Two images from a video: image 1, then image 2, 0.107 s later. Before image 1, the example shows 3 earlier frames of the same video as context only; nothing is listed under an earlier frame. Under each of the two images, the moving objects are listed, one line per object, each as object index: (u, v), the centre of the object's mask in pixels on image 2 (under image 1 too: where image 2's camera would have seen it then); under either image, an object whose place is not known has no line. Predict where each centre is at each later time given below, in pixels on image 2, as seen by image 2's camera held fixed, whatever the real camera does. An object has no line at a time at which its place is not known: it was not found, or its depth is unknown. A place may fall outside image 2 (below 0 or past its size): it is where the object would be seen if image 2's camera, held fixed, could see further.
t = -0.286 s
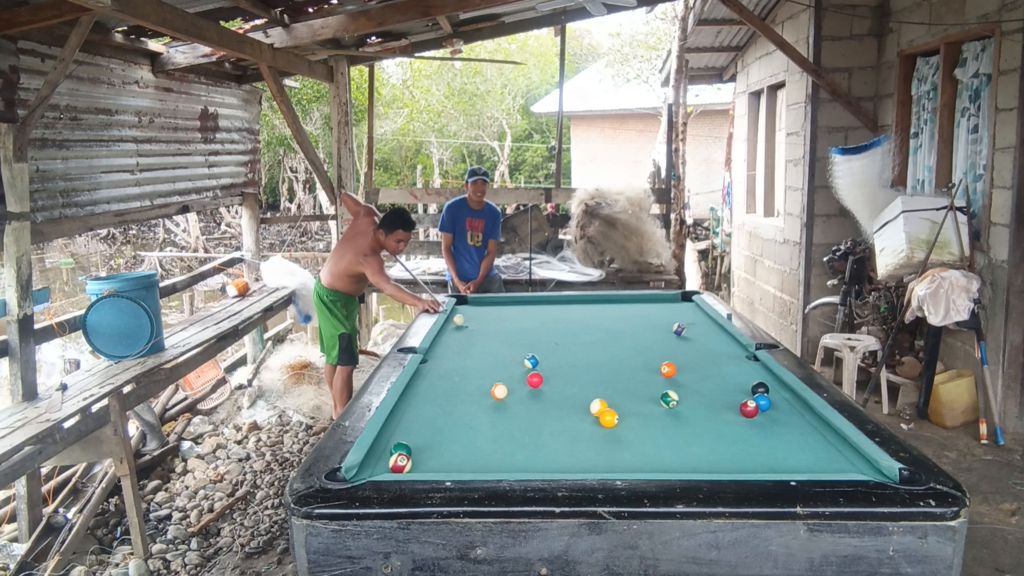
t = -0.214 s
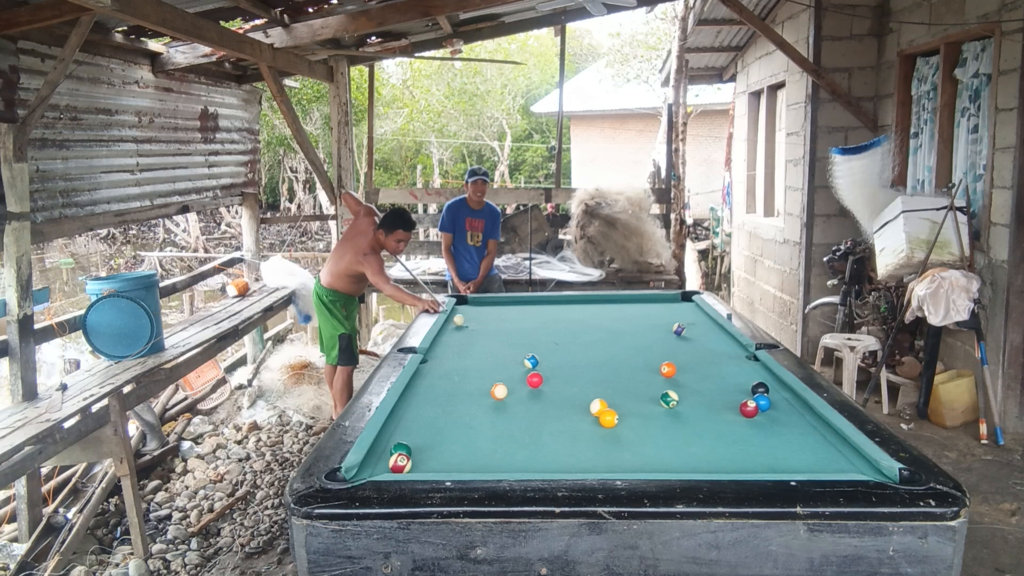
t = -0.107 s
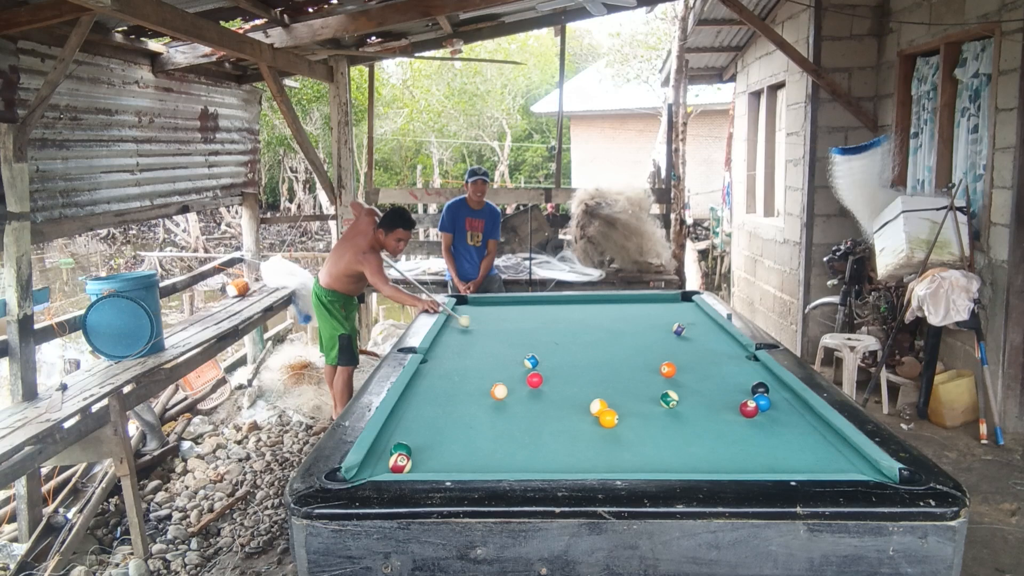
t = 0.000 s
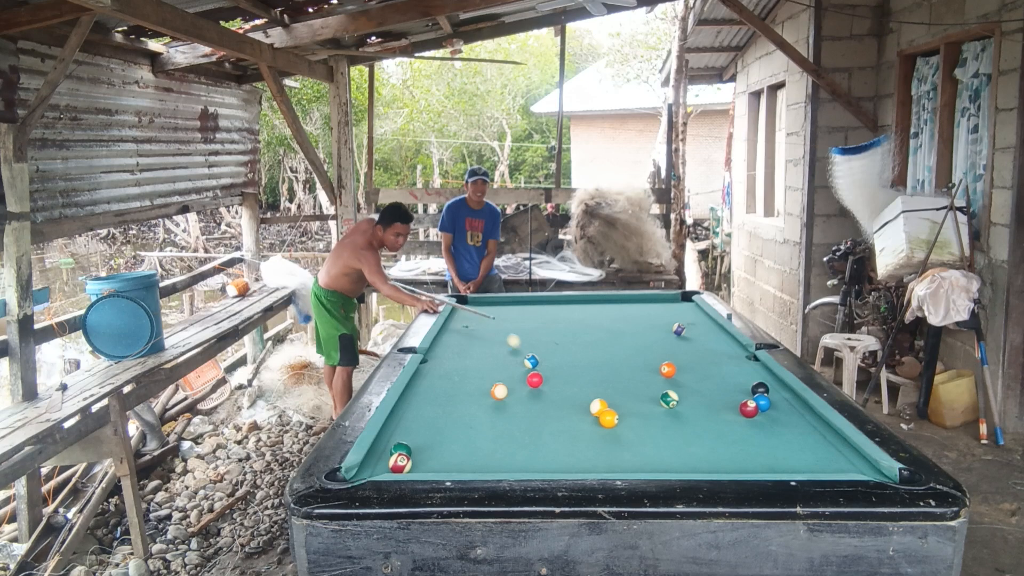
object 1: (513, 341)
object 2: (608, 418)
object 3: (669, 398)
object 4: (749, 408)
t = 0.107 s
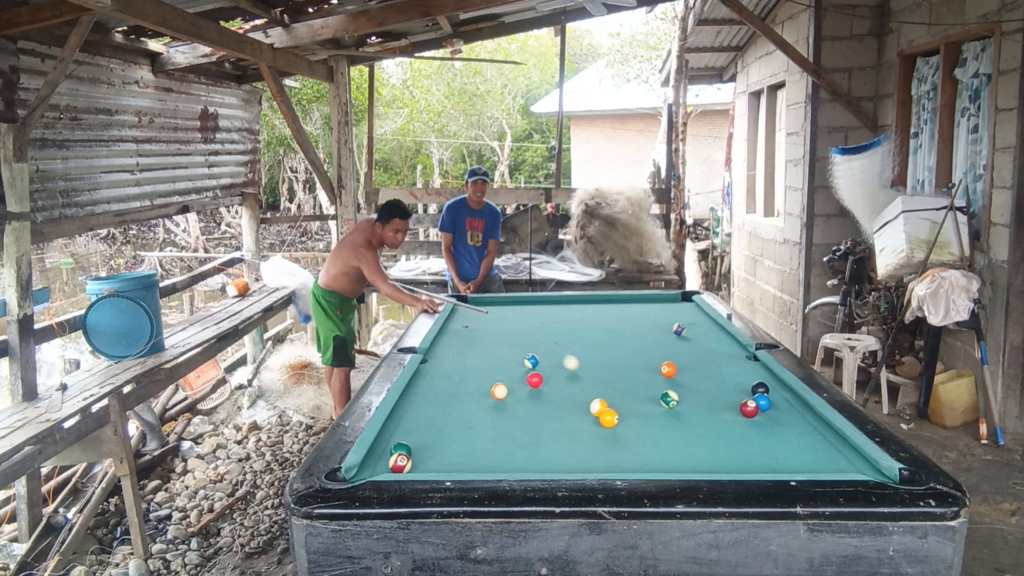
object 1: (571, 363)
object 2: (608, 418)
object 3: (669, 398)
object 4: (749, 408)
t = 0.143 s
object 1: (592, 371)
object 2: (608, 418)
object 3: (669, 398)
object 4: (749, 408)
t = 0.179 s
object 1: (615, 381)
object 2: (609, 418)
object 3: (669, 399)
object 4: (749, 408)
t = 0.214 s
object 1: (639, 391)
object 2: (609, 418)
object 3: (669, 399)
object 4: (749, 408)
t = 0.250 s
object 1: (650, 396)
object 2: (608, 418)
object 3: (683, 400)
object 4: (749, 408)
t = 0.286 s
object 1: (642, 400)
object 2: (609, 418)
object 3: (715, 405)
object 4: (749, 408)
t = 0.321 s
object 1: (634, 406)
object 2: (609, 418)
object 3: (743, 412)
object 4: (753, 406)
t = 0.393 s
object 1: (623, 414)
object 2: (607, 419)
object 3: (790, 430)
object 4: (762, 408)
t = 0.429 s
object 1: (627, 416)
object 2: (598, 422)
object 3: (813, 438)
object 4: (765, 409)
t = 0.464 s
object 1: (631, 418)
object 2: (590, 424)
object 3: (838, 447)
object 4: (769, 409)
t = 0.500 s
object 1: (636, 421)
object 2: (583, 427)
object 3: (849, 452)
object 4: (773, 409)
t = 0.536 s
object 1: (640, 423)
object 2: (576, 429)
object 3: (846, 458)
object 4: (777, 410)
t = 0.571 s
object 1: (645, 426)
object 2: (569, 431)
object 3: (844, 463)
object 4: (780, 410)
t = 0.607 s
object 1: (649, 428)
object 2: (562, 433)
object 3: (842, 466)
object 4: (784, 410)
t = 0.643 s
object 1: (654, 431)
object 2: (555, 436)
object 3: (839, 468)
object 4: (788, 411)
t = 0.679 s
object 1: (658, 434)
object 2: (548, 438)
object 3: (824, 466)
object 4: (792, 411)
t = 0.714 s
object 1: (663, 436)
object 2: (540, 440)
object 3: (810, 465)
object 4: (795, 411)
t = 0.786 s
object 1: (672, 442)
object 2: (526, 445)
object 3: (782, 462)
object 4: (803, 412)
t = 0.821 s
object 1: (677, 445)
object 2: (518, 448)
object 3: (770, 460)
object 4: (806, 413)
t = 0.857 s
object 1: (682, 448)
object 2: (511, 450)
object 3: (757, 457)
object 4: (809, 413)
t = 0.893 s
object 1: (688, 451)
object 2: (503, 453)
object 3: (744, 455)
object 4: (808, 413)
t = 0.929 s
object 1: (693, 454)
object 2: (496, 456)
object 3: (732, 452)
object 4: (806, 414)
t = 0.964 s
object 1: (698, 457)
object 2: (488, 458)
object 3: (720, 450)
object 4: (805, 414)
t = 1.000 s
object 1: (704, 460)
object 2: (480, 461)
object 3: (709, 445)
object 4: (803, 415)
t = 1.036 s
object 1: (709, 463)
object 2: (472, 463)
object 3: (696, 445)
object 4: (802, 415)
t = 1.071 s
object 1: (715, 465)
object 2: (464, 465)
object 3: (685, 443)
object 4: (800, 416)
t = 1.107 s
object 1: (720, 467)
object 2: (456, 466)
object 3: (674, 441)
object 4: (799, 416)
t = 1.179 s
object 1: (727, 468)
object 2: (441, 468)
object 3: (652, 437)
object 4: (796, 417)
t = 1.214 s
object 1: (727, 467)
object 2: (438, 468)
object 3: (642, 435)
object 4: (795, 417)
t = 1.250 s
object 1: (727, 466)
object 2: (434, 467)
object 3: (632, 433)
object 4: (794, 418)
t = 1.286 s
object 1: (726, 465)
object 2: (431, 466)
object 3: (622, 431)
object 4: (792, 418)
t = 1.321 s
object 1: (726, 464)
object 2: (428, 466)
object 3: (612, 429)
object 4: (791, 418)
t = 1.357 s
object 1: (726, 462)
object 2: (425, 465)
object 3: (603, 428)
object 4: (790, 419)
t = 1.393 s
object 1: (725, 460)
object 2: (422, 464)
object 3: (594, 426)
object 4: (789, 419)
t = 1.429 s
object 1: (725, 458)
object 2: (422, 463)
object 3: (584, 424)
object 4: (788, 419)
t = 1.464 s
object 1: (725, 456)
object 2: (422, 462)
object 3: (575, 422)
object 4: (787, 420)
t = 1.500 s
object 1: (724, 455)
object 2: (422, 461)
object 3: (566, 421)
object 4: (786, 420)
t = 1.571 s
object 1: (724, 451)
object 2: (423, 459)
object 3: (550, 417)
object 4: (785, 421)
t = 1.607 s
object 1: (724, 450)
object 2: (423, 458)
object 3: (541, 416)
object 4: (784, 421)
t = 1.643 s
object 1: (724, 448)
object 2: (423, 457)
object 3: (533, 414)
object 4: (783, 421)
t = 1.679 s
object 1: (724, 446)
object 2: (423, 455)
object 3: (525, 412)
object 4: (783, 421)
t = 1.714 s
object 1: (723, 445)
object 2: (423, 455)
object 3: (517, 411)
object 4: (782, 422)
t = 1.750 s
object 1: (723, 443)
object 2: (423, 454)
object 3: (510, 409)
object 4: (781, 422)
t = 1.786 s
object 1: (723, 442)
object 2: (424, 452)
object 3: (502, 408)
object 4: (780, 422)
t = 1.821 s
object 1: (723, 440)
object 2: (424, 451)
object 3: (494, 407)
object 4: (780, 422)
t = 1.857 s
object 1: (723, 439)
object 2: (424, 450)
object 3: (487, 405)
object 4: (779, 422)
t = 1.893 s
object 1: (723, 438)
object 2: (424, 450)
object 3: (480, 404)
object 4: (779, 423)
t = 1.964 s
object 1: (723, 435)
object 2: (424, 448)
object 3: (467, 401)
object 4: (778, 423)
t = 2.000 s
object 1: (723, 434)
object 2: (424, 447)
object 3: (459, 400)
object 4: (777, 423)
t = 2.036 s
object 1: (722, 433)
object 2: (424, 446)
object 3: (453, 399)
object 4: (777, 423)
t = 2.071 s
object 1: (722, 431)
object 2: (425, 445)
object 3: (446, 398)
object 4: (777, 423)
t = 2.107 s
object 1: (722, 430)
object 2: (425, 444)
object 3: (440, 397)
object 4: (777, 423)
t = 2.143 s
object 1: (722, 429)
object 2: (425, 443)
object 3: (433, 395)
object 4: (777, 423)
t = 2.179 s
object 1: (722, 428)
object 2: (425, 443)
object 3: (427, 394)
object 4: (777, 423)
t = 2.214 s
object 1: (722, 427)
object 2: (425, 442)
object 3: (420, 393)
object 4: (777, 423)
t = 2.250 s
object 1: (723, 426)
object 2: (425, 441)
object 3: (414, 392)
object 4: (777, 424)
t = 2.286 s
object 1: (723, 424)
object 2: (425, 440)
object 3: (412, 391)
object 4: (777, 424)
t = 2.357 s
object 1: (723, 422)
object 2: (425, 439)
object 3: (422, 388)
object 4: (777, 424)
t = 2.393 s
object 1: (723, 421)
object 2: (426, 438)
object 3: (426, 387)
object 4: (777, 424)
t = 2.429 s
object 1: (723, 420)
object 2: (426, 437)
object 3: (429, 386)
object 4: (777, 424)
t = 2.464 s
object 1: (723, 419)
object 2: (426, 437)
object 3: (434, 385)
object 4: (778, 424)
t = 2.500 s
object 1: (723, 419)
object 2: (426, 436)
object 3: (439, 384)
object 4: (778, 424)
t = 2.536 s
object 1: (723, 418)
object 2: (426, 435)
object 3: (442, 384)
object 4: (778, 424)
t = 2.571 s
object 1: (723, 417)
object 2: (427, 434)
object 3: (447, 383)
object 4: (778, 424)
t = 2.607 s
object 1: (723, 416)
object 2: (427, 434)
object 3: (451, 382)
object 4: (778, 424)
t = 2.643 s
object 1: (723, 415)
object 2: (427, 433)
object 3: (455, 381)
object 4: (779, 424)
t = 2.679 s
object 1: (723, 414)
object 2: (427, 433)
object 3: (458, 380)
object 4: (779, 424)
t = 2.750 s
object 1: (723, 412)
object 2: (427, 431)
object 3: (466, 377)
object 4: (779, 424)
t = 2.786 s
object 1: (723, 412)
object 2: (427, 431)
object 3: (469, 377)
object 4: (779, 424)
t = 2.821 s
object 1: (723, 411)
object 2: (428, 430)
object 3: (473, 377)
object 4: (779, 424)
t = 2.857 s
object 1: (724, 410)
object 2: (428, 430)
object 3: (476, 376)
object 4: (780, 424)
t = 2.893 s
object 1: (724, 410)
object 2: (428, 429)
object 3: (480, 375)
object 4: (780, 424)
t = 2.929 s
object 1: (724, 409)
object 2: (428, 429)
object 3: (484, 374)
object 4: (780, 424)
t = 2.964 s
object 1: (724, 408)
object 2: (428, 428)
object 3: (487, 373)
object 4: (780, 424)
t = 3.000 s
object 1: (724, 407)
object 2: (428, 428)
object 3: (490, 372)
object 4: (780, 424)
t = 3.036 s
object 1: (724, 407)
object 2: (428, 427)
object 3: (493, 371)
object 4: (780, 424)
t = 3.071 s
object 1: (724, 406)
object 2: (428, 427)
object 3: (497, 370)
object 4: (780, 424)
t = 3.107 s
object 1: (724, 405)
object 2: (428, 426)
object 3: (501, 370)
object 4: (781, 424)
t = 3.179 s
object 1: (724, 404)
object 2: (428, 426)
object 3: (506, 369)
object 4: (781, 424)
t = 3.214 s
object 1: (725, 404)
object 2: (428, 425)
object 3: (510, 368)
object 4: (781, 424)
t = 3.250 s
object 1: (725, 403)
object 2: (428, 425)
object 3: (513, 367)
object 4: (781, 424)
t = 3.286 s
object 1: (725, 402)
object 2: (428, 425)
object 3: (515, 366)
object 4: (781, 424)
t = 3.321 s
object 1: (725, 402)
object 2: (428, 424)
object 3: (518, 365)
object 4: (780, 424)
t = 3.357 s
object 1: (725, 401)
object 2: (428, 424)
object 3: (520, 365)
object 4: (780, 424)
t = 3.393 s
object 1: (726, 401)
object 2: (427, 424)
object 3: (523, 364)
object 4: (780, 424)
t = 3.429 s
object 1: (726, 400)
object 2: (427, 423)
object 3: (524, 364)
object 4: (780, 424)
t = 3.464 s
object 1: (726, 400)
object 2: (427, 423)
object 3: (525, 364)
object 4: (780, 424)
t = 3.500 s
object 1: (727, 399)
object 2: (427, 423)
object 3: (527, 363)
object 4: (781, 424)
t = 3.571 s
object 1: (727, 398)
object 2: (426, 422)
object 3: (529, 363)
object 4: (781, 424)
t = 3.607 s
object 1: (727, 398)
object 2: (425, 422)
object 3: (531, 363)
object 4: (781, 424)
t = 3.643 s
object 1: (728, 398)
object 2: (425, 422)
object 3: (532, 363)
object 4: (781, 424)
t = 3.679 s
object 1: (728, 397)
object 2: (425, 422)
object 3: (533, 363)
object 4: (781, 424)
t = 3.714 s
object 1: (728, 397)
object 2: (424, 421)
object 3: (534, 363)
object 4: (781, 424)
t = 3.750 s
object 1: (728, 396)
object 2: (424, 421)
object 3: (535, 363)
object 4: (781, 424)
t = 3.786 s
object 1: (728, 396)
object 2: (424, 421)
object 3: (535, 363)
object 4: (781, 424)
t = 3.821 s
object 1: (729, 396)
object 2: (423, 421)
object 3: (536, 363)
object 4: (781, 424)
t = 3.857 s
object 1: (729, 395)
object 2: (423, 420)
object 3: (537, 363)
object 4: (781, 424)
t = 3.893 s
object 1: (729, 395)
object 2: (423, 420)
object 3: (538, 363)
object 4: (781, 424)
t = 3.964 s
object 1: (730, 395)
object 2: (422, 420)
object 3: (539, 363)
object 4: (780, 424)
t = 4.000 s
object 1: (730, 394)
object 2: (422, 420)
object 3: (539, 363)
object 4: (780, 424)
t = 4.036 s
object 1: (730, 394)
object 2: (422, 420)
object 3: (540, 363)
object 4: (780, 424)
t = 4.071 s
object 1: (730, 394)
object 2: (421, 419)
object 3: (541, 363)
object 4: (781, 424)
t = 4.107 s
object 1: (731, 394)
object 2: (421, 419)
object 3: (541, 363)
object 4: (781, 424)
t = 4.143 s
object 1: (731, 393)
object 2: (421, 419)
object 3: (541, 363)
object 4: (781, 424)
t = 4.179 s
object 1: (731, 393)
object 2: (421, 419)
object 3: (542, 363)
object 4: (781, 424)
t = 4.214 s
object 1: (732, 393)
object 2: (421, 419)
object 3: (542, 363)
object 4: (781, 424)
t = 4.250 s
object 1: (732, 393)
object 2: (420, 419)
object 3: (542, 363)
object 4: (781, 424)
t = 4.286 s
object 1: (732, 393)
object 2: (420, 419)
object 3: (543, 363)
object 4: (781, 424)
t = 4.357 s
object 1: (733, 392)
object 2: (420, 418)
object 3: (544, 362)
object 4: (781, 424)
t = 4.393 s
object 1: (733, 392)
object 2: (419, 418)
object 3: (544, 362)
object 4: (781, 424)
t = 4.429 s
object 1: (733, 392)
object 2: (419, 418)
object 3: (544, 362)
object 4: (781, 424)
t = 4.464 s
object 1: (733, 392)
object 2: (419, 418)
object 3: (544, 363)
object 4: (781, 424)
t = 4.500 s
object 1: (734, 392)
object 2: (419, 417)
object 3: (544, 363)
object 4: (781, 424)
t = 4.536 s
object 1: (734, 392)
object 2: (418, 418)
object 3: (544, 363)
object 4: (781, 424)
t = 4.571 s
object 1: (734, 392)
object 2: (418, 417)
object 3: (544, 363)
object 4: (781, 424)
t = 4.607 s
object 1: (734, 392)
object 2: (418, 417)
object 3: (544, 362)
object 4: (781, 424)
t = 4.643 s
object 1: (734, 392)
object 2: (418, 417)
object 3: (544, 362)
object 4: (781, 424)
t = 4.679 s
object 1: (734, 392)
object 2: (418, 417)
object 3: (544, 362)
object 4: (781, 424)
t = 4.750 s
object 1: (735, 392)
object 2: (417, 417)
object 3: (544, 362)
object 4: (781, 424)
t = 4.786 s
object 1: (735, 392)
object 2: (417, 417)
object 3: (544, 362)
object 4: (781, 424)
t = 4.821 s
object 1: (735, 392)
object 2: (417, 417)
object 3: (544, 362)
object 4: (781, 424)
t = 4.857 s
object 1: (735, 392)
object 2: (417, 417)
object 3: (544, 362)
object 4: (781, 424)
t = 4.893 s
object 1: (735, 392)
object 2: (417, 417)
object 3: (544, 362)
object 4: (781, 424)
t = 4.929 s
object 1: (735, 392)
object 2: (417, 417)
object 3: (544, 363)
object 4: (781, 424)
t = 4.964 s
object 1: (735, 392)
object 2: (417, 417)
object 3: (544, 363)
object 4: (781, 424)
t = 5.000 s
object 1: (735, 392)
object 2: (417, 417)
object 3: (544, 363)
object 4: (781, 424)
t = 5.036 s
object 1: (735, 392)
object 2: (417, 417)
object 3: (544, 363)
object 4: (781, 424)
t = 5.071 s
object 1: (735, 392)
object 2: (417, 418)
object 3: (544, 363)
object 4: (781, 424)
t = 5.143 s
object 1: (735, 392)
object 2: (416, 418)
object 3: (544, 363)
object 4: (781, 424)
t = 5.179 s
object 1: (735, 392)
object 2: (416, 418)
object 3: (544, 363)
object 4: (781, 424)
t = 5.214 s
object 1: (735, 392)
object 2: (416, 418)
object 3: (543, 363)
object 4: (781, 424)
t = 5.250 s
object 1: (735, 392)
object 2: (416, 418)
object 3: (544, 363)
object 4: (780, 424)
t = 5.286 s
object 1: (735, 392)
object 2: (416, 418)
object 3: (544, 362)
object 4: (781, 424)
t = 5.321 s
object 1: (735, 392)
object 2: (416, 418)
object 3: (544, 363)
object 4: (781, 424)
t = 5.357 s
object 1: (735, 392)
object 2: (416, 418)
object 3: (543, 363)
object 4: (781, 424)
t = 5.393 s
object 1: (735, 392)
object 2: (416, 418)
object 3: (544, 363)
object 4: (781, 424)
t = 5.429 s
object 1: (735, 392)
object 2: (416, 418)
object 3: (544, 362)
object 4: (781, 424)
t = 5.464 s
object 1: (735, 392)
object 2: (416, 418)
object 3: (544, 362)
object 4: (781, 424)
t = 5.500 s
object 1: (735, 392)
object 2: (416, 418)
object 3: (544, 362)
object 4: (781, 424)
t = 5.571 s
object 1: (735, 392)
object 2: (416, 418)
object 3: (543, 362)
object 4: (781, 424)
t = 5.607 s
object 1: (735, 392)
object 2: (416, 418)
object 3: (543, 362)
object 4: (781, 424)
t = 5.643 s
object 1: (735, 392)
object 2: (416, 418)
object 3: (544, 362)
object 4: (781, 424)
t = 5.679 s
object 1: (735, 392)
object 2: (417, 418)
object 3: (543, 362)
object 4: (781, 424)
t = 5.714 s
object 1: (735, 392)
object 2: (416, 418)
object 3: (543, 362)
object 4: (781, 424)
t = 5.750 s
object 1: (735, 392)
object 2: (416, 418)
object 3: (543, 362)
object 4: (781, 424)
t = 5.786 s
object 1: (735, 392)
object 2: (416, 418)
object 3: (543, 363)
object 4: (781, 424)
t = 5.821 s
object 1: (735, 392)
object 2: (416, 418)
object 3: (543, 363)
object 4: (781, 424)
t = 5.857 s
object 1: (735, 392)
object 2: (416, 418)
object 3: (543, 363)
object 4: (781, 424)
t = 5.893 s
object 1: (735, 392)
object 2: (416, 418)
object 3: (543, 363)
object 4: (781, 424)
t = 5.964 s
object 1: (735, 392)
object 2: (416, 418)
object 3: (543, 363)
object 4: (781, 424)
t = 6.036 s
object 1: (735, 392)
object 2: (416, 418)
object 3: (543, 363)
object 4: (781, 424)
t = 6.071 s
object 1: (735, 392)
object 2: (417, 418)
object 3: (543, 363)
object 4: (781, 424)
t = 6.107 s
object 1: (735, 392)
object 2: (416, 418)
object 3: (543, 362)
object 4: (781, 424)
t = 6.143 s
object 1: (735, 392)
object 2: (416, 418)
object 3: (543, 362)
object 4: (781, 424)
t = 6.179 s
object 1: (735, 392)
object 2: (416, 418)
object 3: (543, 362)
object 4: (781, 424)
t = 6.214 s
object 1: (735, 392)
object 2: (416, 418)
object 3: (543, 362)
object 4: (781, 424)
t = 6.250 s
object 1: (735, 392)
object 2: (416, 418)
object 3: (543, 362)
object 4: (781, 424)
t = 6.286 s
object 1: (735, 392)
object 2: (416, 418)
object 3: (543, 362)
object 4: (781, 424)
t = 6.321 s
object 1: (735, 392)
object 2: (416, 418)
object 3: (543, 362)
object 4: (781, 424)
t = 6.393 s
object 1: (735, 392)
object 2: (416, 418)
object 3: (543, 362)
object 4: (781, 424)
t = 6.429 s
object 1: (735, 392)
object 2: (416, 418)
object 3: (543, 363)
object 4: (781, 424)
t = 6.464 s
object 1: (735, 392)
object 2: (416, 418)
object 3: (543, 362)
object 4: (781, 424)
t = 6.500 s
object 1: (735, 392)
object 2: (416, 418)
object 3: (543, 363)
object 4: (781, 424)
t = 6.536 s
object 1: (735, 392)
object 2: (416, 418)
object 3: (543, 363)
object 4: (781, 424)
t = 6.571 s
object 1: (735, 392)
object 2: (416, 418)
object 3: (543, 363)
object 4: (781, 424)
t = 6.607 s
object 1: (735, 392)
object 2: (416, 418)
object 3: (543, 363)
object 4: (781, 424)
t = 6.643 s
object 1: (735, 392)
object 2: (416, 418)
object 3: (543, 363)
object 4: (781, 424)
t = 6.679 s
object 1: (735, 392)
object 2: (416, 418)
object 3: (543, 363)
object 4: (781, 424)
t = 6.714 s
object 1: (735, 392)
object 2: (416, 418)
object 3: (543, 363)
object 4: (781, 424)
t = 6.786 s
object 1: (735, 392)
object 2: (416, 418)
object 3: (543, 363)
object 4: (781, 424)
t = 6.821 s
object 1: (735, 392)
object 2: (416, 418)
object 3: (543, 363)
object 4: (781, 424)
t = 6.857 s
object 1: (735, 392)
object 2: (416, 418)
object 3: (543, 363)
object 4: (781, 424)
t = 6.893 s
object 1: (735, 392)
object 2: (416, 418)
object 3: (543, 363)
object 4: (781, 424)
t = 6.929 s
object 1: (735, 392)
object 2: (416, 418)
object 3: (543, 363)
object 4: (781, 424)
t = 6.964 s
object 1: (735, 392)
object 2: (416, 418)
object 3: (543, 363)
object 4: (781, 424)
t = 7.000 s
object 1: (735, 392)
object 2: (416, 418)
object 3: (543, 363)
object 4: (781, 424)
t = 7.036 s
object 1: (735, 392)
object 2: (416, 418)
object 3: (543, 363)
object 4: (781, 424)
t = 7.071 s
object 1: (735, 392)
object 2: (416, 418)
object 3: (543, 363)
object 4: (781, 424)
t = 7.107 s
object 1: (735, 392)
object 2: (416, 418)
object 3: (543, 363)
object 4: (781, 424)
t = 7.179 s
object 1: (735, 392)
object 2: (416, 418)
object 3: (543, 363)
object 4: (781, 424)
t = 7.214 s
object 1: (735, 392)
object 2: (416, 418)
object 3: (543, 363)
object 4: (781, 424)
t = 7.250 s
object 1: (735, 392)
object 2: (416, 418)
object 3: (543, 363)
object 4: (781, 424)
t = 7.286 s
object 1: (735, 392)
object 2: (416, 418)
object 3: (543, 363)
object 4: (781, 424)
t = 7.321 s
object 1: (735, 392)
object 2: (416, 418)
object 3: (543, 363)
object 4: (781, 424)
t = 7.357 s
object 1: (735, 392)
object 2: (416, 418)
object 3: (543, 363)
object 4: (781, 424)
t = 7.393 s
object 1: (735, 392)
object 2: (416, 418)
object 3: (543, 363)
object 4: (781, 424)
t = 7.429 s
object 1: (735, 392)
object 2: (416, 418)
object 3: (543, 363)
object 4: (781, 424)
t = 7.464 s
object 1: (735, 392)
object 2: (416, 418)
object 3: (543, 363)
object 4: (781, 424)
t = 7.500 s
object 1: (735, 392)
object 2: (416, 418)
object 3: (543, 363)
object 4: (781, 424)
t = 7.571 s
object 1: (735, 392)
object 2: (416, 418)
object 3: (543, 363)
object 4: (781, 424)
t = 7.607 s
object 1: (735, 392)
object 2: (416, 418)
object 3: (543, 363)
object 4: (781, 424)
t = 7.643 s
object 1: (735, 392)
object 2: (416, 418)
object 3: (543, 363)
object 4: (781, 424)
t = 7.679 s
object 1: (735, 392)
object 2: (416, 418)
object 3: (543, 363)
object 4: (781, 424)
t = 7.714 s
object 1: (735, 392)
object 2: (416, 418)
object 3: (543, 363)
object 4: (781, 424)
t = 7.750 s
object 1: (735, 392)
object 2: (416, 418)
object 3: (543, 363)
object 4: (781, 424)
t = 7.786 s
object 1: (735, 392)
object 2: (416, 418)
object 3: (543, 363)
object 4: (781, 424)
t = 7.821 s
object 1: (735, 392)
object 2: (416, 418)
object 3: (543, 363)
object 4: (781, 424)
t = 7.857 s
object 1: (735, 392)
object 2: (416, 418)
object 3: (543, 363)
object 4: (781, 424)
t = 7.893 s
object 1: (735, 392)
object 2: (416, 418)
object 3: (543, 363)
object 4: (781, 424)
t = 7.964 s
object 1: (735, 392)
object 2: (416, 418)
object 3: (543, 363)
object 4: (781, 424)
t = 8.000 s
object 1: (735, 392)
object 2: (416, 418)
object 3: (544, 363)
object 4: (781, 424)
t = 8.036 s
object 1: (735, 392)
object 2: (416, 418)
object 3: (543, 363)
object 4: (781, 424)
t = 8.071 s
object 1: (735, 392)
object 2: (416, 418)
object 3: (543, 363)
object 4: (781, 424)
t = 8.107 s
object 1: (735, 392)
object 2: (416, 418)
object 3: (543, 363)
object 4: (781, 424)
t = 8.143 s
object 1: (735, 392)
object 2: (416, 418)
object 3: (544, 363)
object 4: (781, 424)
